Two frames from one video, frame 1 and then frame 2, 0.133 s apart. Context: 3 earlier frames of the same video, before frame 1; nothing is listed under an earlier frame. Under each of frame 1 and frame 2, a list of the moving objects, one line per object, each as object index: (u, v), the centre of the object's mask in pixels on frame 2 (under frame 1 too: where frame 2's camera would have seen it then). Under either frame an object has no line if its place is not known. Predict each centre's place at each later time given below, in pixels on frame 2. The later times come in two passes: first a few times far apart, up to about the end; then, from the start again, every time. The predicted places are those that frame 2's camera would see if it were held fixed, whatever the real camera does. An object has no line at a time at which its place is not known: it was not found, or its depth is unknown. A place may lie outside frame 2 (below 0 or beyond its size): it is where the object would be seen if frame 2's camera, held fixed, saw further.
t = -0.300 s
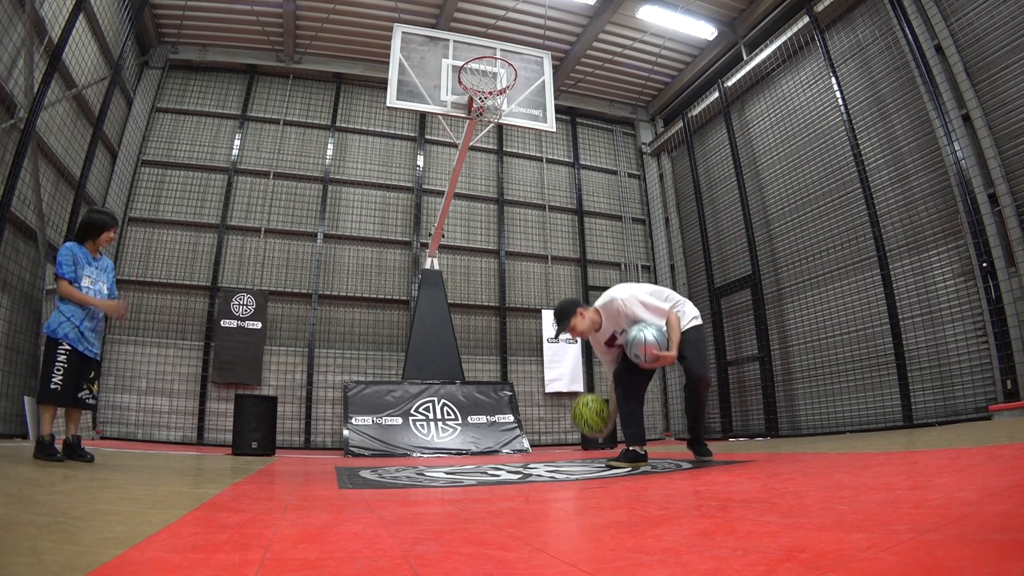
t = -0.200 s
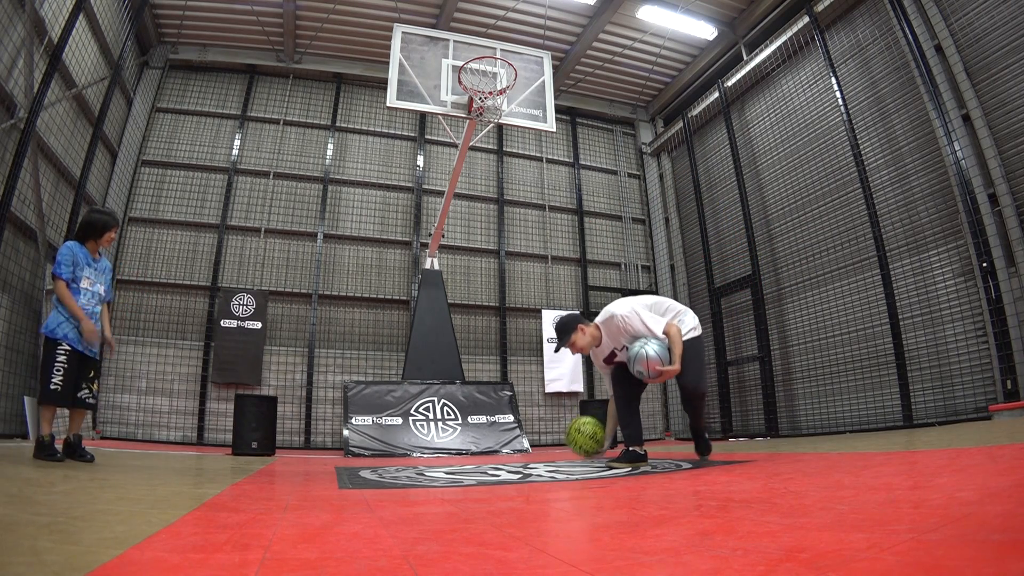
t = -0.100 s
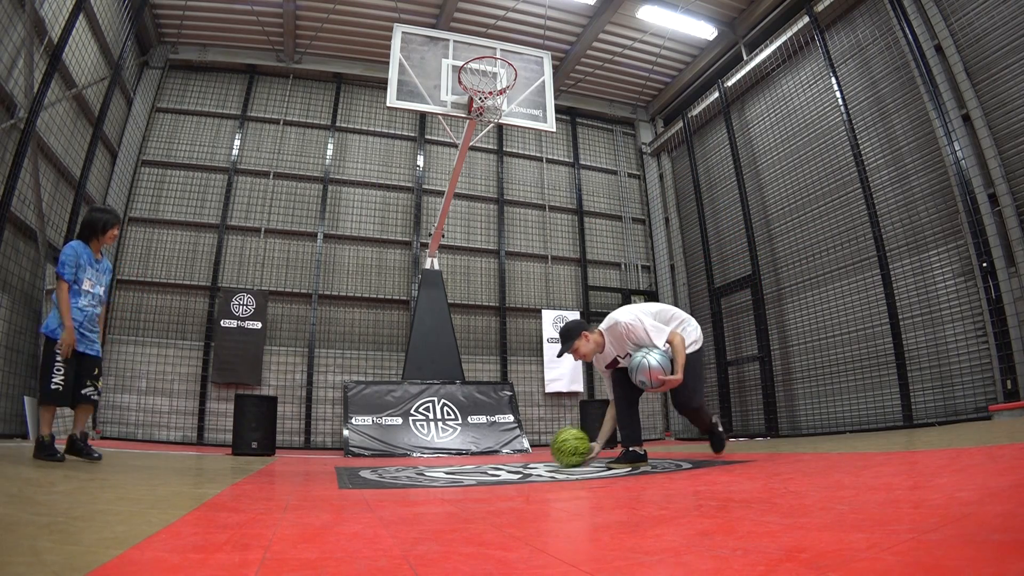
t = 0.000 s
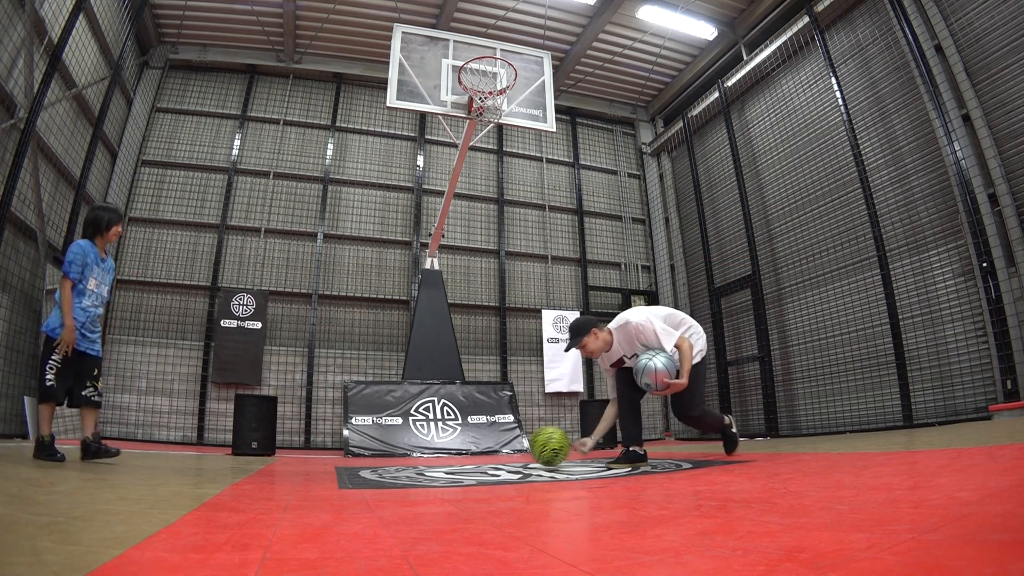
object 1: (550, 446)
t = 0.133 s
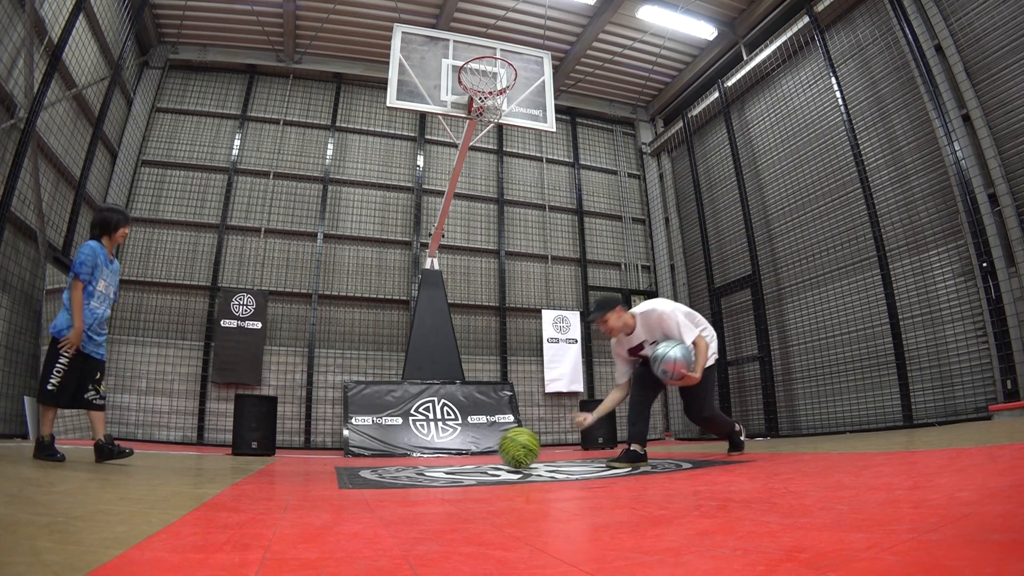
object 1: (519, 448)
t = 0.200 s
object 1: (503, 451)
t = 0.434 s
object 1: (448, 451)
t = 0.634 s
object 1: (400, 451)
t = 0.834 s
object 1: (351, 451)
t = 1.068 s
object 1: (295, 450)
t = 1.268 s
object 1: (249, 449)
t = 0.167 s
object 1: (511, 449)
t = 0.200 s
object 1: (503, 451)
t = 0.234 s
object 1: (496, 449)
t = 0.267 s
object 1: (488, 449)
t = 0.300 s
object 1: (480, 451)
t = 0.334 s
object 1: (472, 450)
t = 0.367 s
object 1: (464, 451)
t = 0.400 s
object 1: (456, 451)
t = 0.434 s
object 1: (448, 451)
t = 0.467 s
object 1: (440, 451)
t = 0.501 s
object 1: (432, 451)
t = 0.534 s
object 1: (424, 451)
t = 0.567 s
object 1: (415, 451)
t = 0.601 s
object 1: (407, 451)
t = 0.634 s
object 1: (400, 451)
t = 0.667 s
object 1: (392, 451)
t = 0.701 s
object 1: (383, 451)
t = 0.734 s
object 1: (375, 451)
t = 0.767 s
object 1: (367, 451)
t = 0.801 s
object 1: (359, 451)
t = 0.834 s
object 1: (351, 451)
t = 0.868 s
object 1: (343, 451)
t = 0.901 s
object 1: (335, 451)
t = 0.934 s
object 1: (327, 451)
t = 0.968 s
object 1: (319, 451)
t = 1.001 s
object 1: (311, 451)
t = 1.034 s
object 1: (304, 451)
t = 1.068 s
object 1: (295, 450)
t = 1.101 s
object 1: (287, 450)
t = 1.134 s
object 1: (279, 450)
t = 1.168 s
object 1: (272, 450)
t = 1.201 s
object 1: (264, 450)
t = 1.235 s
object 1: (256, 449)
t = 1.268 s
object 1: (249, 449)
